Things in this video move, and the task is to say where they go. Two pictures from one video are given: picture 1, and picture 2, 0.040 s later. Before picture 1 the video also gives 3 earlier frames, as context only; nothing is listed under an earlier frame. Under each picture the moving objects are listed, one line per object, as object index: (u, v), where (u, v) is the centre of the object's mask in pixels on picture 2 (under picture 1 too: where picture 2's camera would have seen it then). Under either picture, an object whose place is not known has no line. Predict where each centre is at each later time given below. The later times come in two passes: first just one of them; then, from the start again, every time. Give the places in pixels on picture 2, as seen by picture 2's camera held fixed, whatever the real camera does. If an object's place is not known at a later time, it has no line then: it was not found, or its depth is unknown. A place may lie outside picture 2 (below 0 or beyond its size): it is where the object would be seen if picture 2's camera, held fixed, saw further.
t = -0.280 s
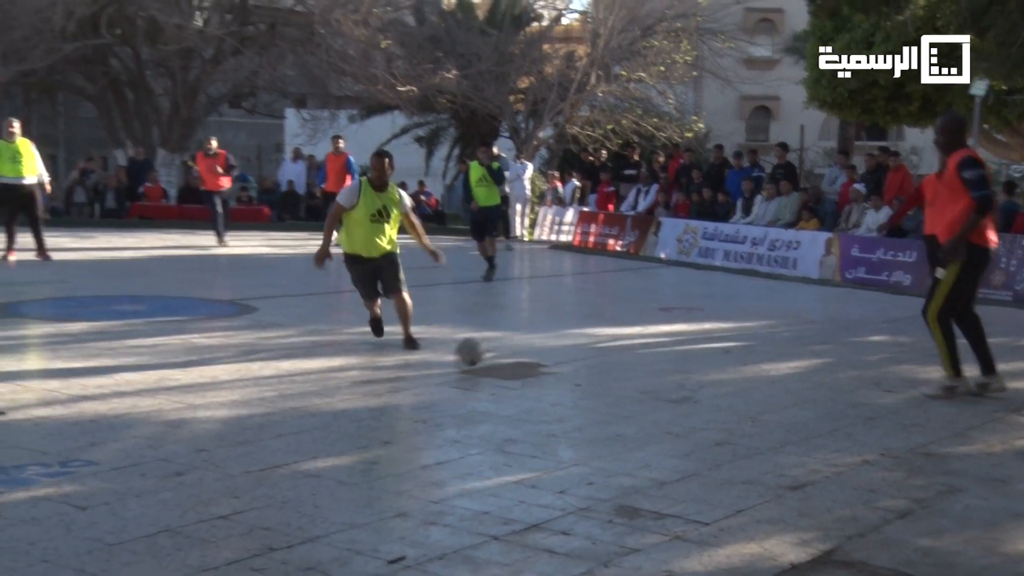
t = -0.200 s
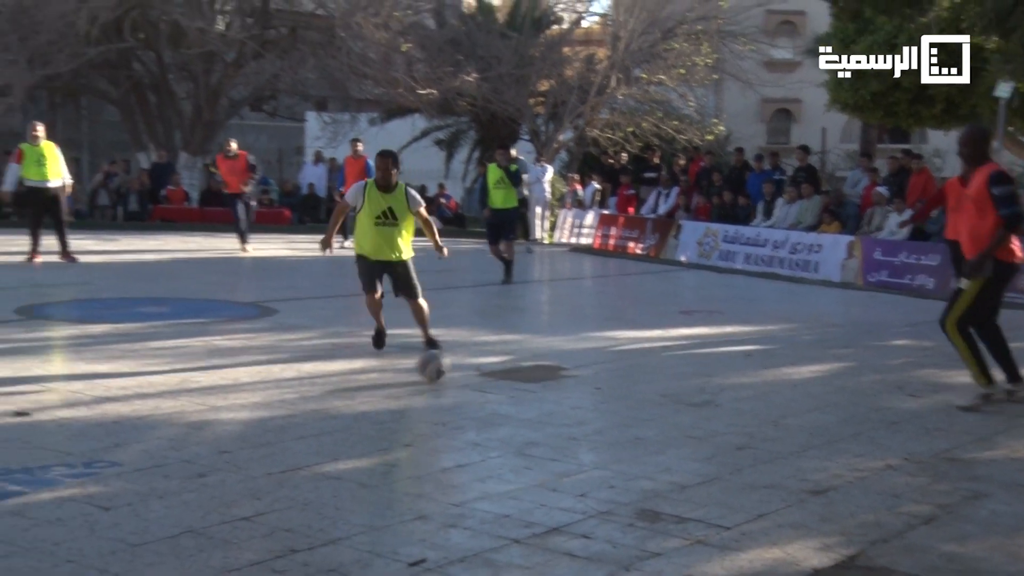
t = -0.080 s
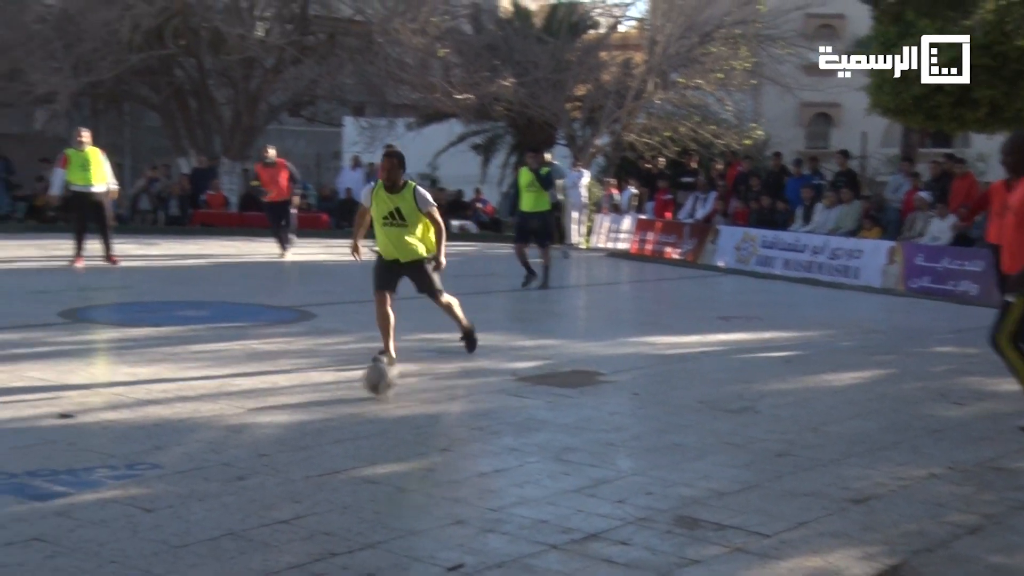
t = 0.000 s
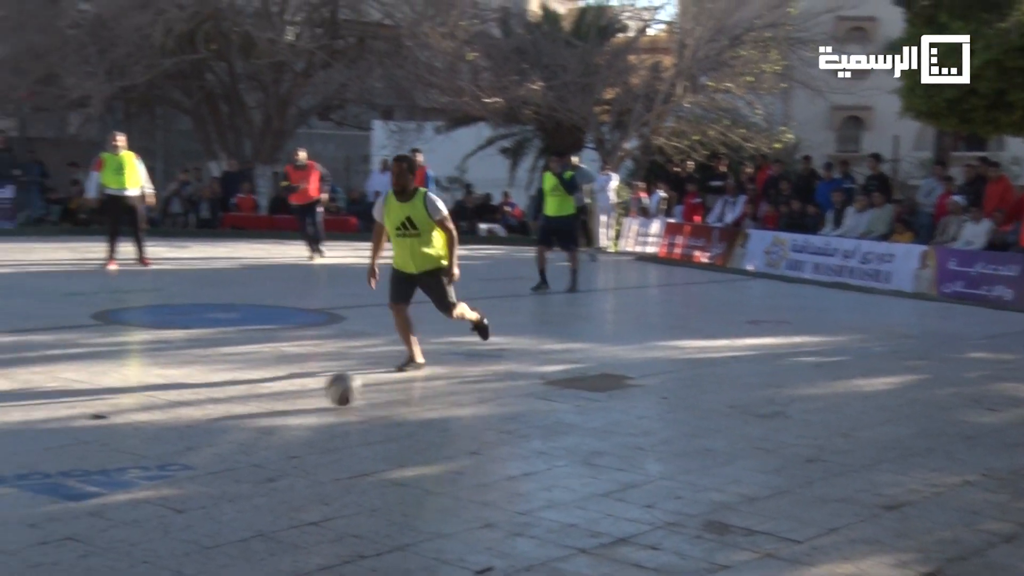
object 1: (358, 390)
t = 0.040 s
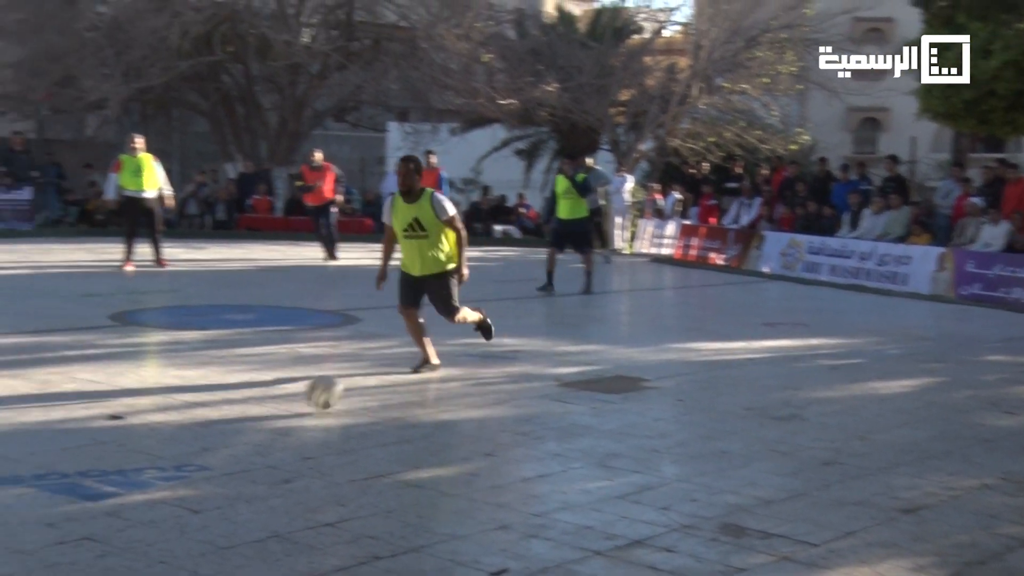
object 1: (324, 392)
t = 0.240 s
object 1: (133, 416)
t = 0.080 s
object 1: (288, 399)
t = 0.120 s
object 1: (251, 400)
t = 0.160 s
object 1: (213, 403)
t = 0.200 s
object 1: (173, 410)
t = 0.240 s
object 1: (133, 416)
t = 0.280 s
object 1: (88, 420)
